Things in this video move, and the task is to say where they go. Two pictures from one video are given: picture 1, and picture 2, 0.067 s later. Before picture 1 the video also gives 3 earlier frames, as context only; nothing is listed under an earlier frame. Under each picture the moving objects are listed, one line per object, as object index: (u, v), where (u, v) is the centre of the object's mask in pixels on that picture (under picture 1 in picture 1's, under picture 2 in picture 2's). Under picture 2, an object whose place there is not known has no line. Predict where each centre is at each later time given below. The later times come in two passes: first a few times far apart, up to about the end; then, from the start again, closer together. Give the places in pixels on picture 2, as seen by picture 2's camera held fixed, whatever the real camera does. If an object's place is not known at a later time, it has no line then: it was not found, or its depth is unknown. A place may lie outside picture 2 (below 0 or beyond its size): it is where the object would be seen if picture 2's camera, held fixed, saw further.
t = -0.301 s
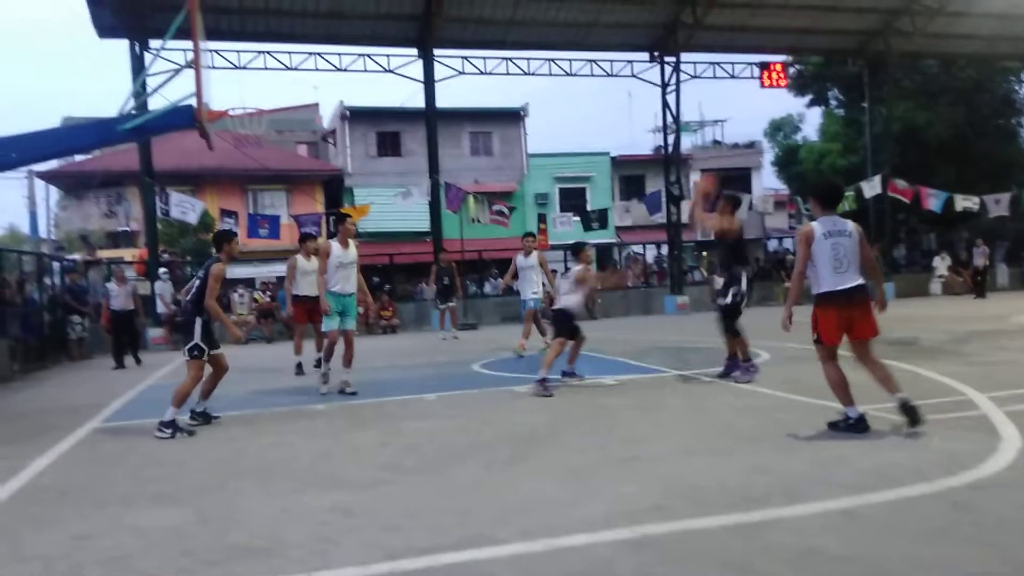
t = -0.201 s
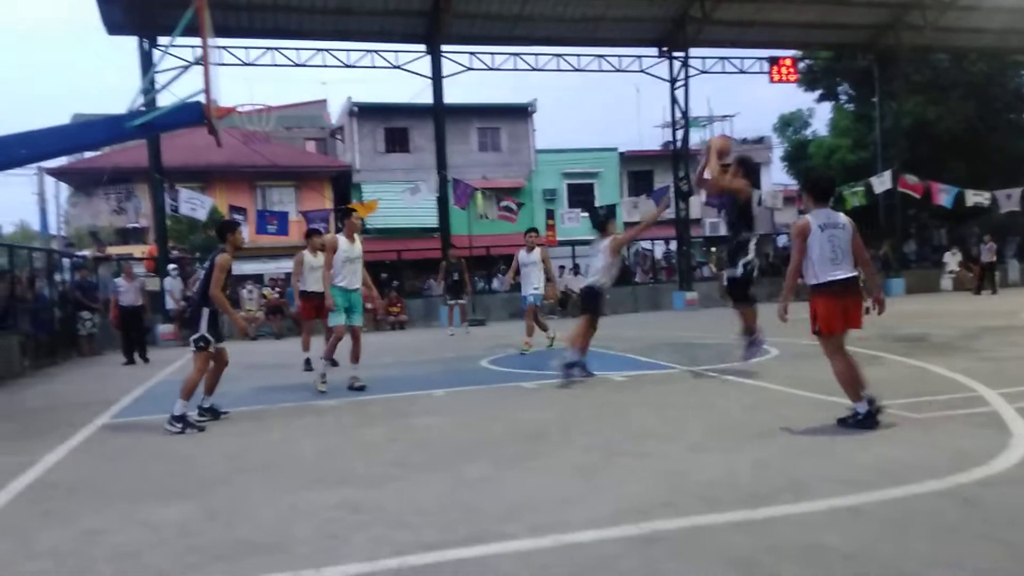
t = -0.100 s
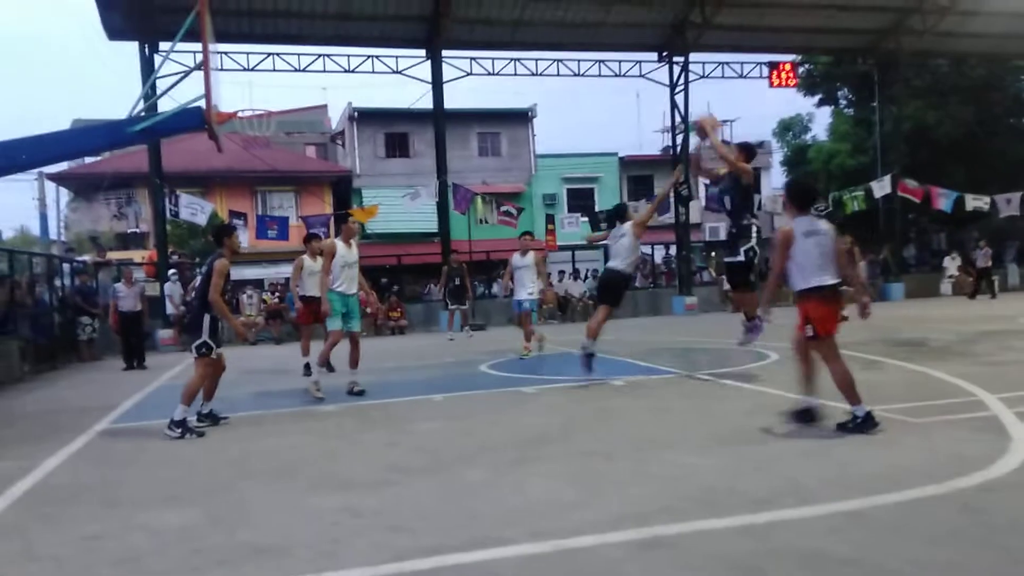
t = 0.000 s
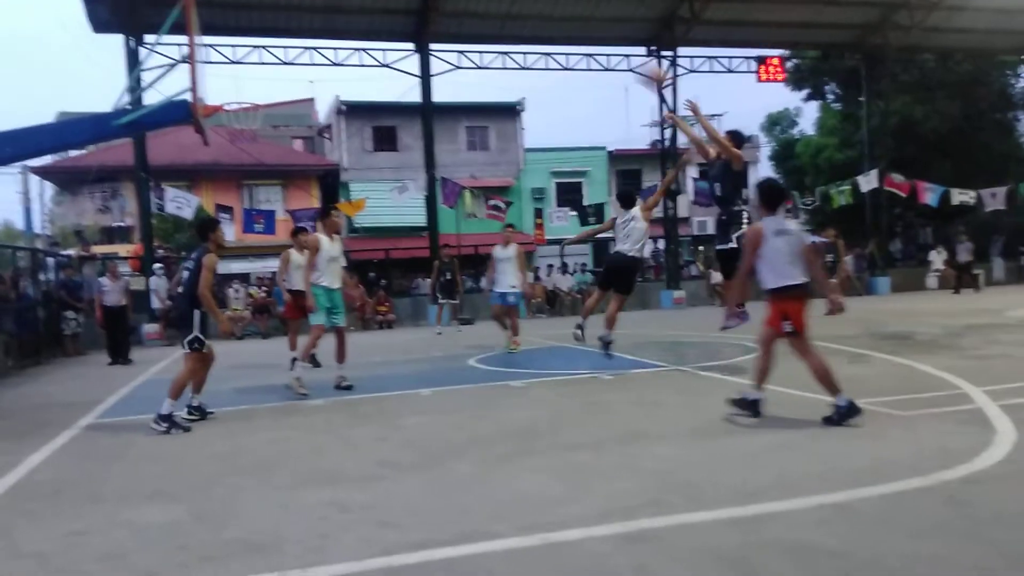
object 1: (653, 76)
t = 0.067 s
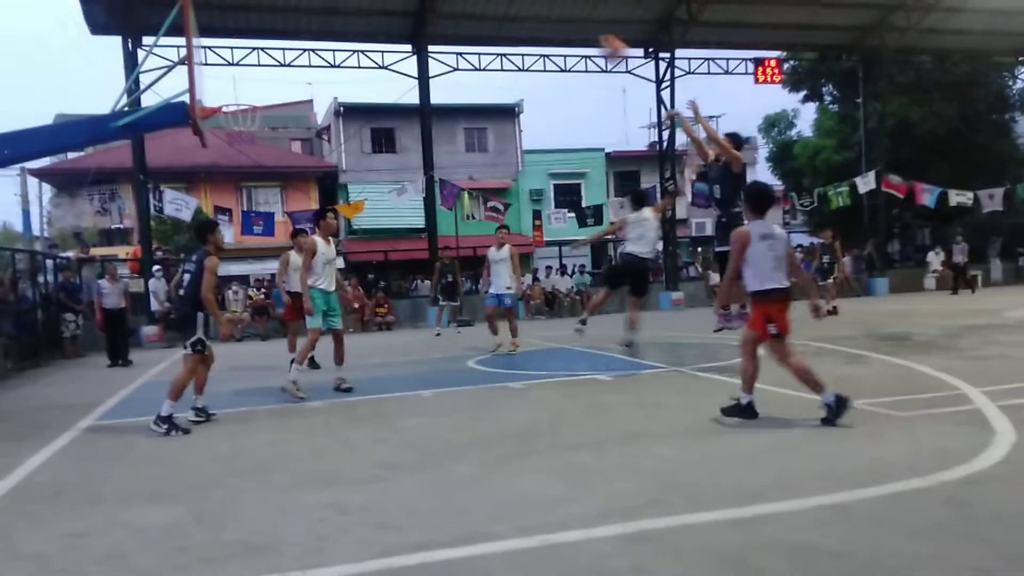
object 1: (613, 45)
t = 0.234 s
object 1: (530, 6)
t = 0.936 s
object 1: (214, 96)
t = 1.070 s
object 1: (214, 83)
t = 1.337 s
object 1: (221, 98)
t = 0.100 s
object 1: (596, 35)
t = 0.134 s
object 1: (578, 23)
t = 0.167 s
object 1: (561, 14)
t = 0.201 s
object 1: (545, 8)
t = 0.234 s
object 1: (530, 6)
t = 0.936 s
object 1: (214, 96)
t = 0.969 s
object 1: (213, 94)
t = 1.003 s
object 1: (214, 89)
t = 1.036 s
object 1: (214, 85)
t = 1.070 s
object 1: (214, 83)
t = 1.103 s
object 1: (215, 81)
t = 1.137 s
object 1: (215, 81)
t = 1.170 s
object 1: (216, 81)
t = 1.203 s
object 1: (217, 82)
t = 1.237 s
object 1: (217, 85)
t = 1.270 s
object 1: (218, 88)
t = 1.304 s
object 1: (220, 93)
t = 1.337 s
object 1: (221, 98)
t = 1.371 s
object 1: (222, 104)
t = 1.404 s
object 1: (223, 113)
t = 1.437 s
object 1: (225, 122)
